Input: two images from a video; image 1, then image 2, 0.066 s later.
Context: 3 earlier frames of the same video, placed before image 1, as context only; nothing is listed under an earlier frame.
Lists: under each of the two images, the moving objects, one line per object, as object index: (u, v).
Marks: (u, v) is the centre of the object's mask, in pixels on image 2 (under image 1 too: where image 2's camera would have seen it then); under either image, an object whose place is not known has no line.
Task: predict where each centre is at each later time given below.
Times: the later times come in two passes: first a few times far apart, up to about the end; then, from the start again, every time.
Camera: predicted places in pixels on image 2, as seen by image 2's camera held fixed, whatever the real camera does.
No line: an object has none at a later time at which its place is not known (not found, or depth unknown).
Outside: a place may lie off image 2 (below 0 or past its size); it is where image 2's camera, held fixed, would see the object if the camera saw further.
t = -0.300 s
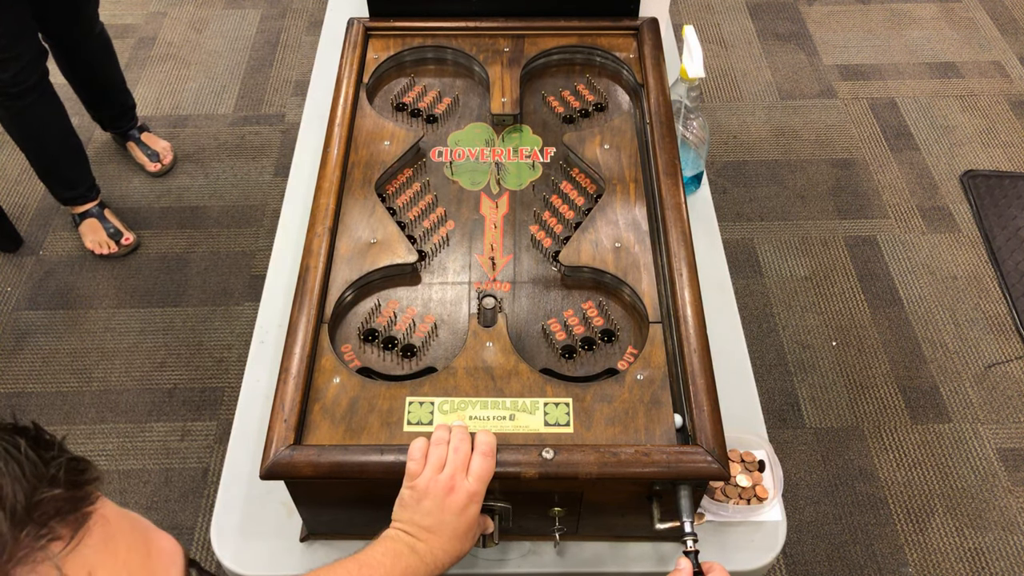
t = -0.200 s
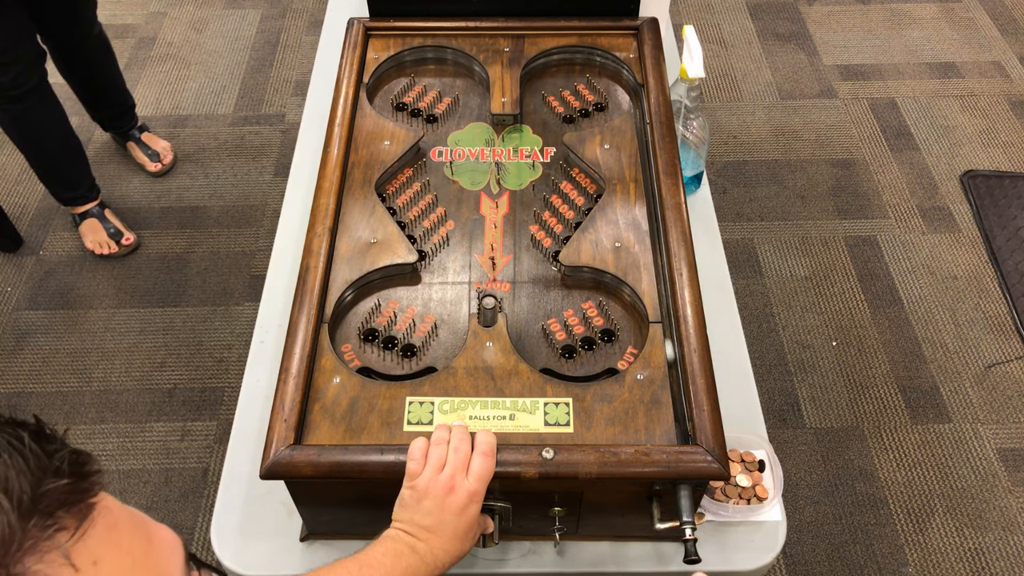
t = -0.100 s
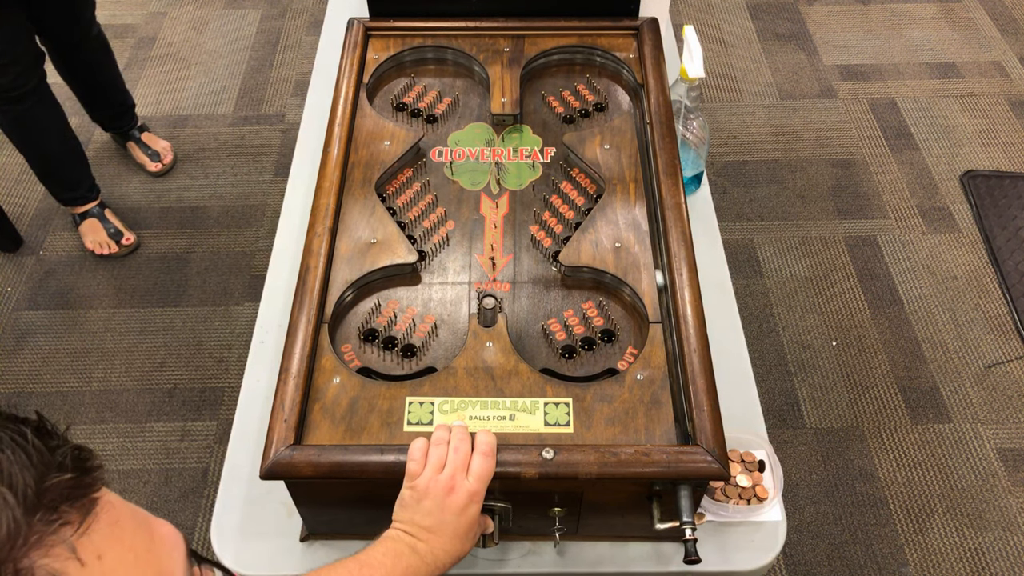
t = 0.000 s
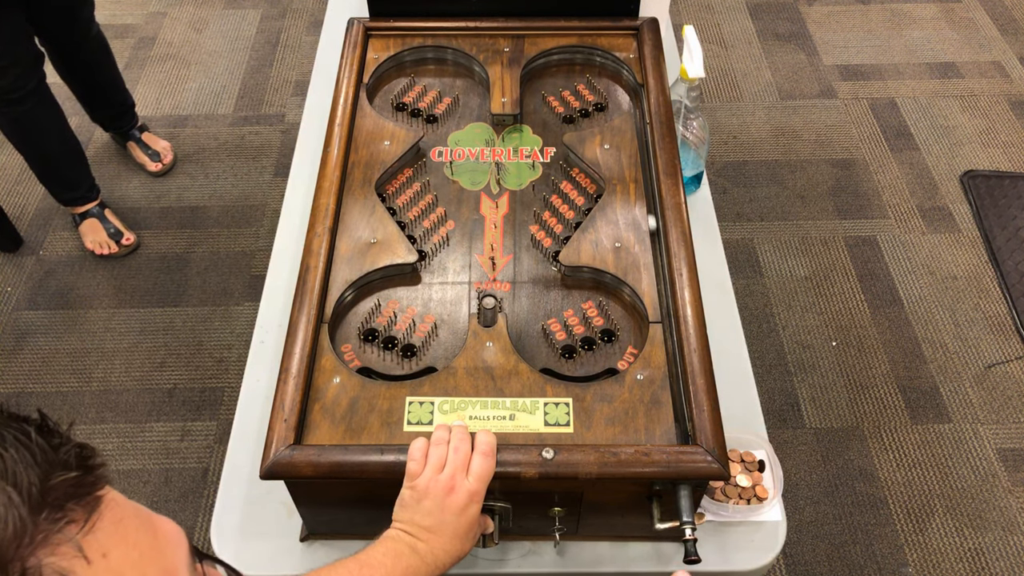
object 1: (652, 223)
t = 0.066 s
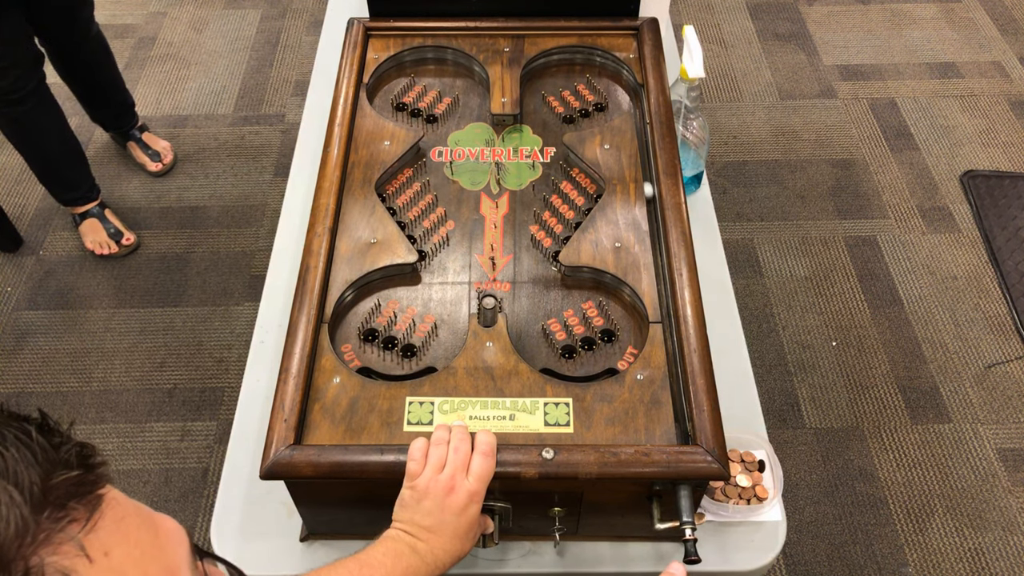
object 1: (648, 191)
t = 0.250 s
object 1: (637, 115)
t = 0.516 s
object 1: (581, 57)
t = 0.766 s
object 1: (524, 80)
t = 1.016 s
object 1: (519, 138)
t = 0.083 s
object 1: (647, 183)
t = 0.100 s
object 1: (646, 175)
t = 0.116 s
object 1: (645, 168)
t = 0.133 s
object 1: (644, 161)
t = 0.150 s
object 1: (643, 153)
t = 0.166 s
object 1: (642, 146)
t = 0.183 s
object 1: (641, 140)
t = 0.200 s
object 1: (640, 134)
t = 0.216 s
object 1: (639, 127)
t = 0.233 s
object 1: (639, 121)
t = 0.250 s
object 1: (637, 115)
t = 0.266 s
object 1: (637, 109)
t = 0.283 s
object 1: (636, 104)
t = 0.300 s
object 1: (635, 98)
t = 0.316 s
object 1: (634, 92)
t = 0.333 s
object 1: (631, 87)
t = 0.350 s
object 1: (629, 82)
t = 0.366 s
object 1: (626, 78)
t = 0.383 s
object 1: (622, 73)
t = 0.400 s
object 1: (618, 70)
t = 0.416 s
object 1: (613, 67)
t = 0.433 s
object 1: (608, 64)
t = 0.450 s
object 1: (603, 62)
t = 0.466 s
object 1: (597, 60)
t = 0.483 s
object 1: (592, 59)
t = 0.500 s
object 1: (587, 58)
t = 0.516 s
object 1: (581, 57)
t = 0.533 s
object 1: (577, 57)
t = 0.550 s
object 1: (572, 57)
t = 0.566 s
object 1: (566, 57)
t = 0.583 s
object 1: (562, 58)
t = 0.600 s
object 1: (557, 58)
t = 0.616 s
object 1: (552, 59)
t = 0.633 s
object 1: (548, 61)
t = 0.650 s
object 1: (543, 62)
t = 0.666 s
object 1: (539, 64)
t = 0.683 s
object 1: (536, 66)
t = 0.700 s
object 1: (532, 69)
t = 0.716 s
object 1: (529, 71)
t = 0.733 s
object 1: (526, 74)
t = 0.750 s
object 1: (525, 77)
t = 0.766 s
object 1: (524, 80)
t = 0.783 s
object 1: (523, 84)
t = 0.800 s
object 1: (523, 87)
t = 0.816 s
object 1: (523, 91)
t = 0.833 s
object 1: (523, 94)
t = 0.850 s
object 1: (523, 98)
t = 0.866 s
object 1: (523, 101)
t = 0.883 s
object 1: (523, 105)
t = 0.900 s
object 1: (522, 110)
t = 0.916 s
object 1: (521, 114)
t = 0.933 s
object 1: (521, 118)
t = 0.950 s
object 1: (520, 121)
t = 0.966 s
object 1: (520, 125)
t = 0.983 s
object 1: (520, 129)
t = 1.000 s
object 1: (519, 133)
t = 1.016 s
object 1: (519, 138)
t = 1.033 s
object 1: (519, 141)
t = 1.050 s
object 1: (519, 146)
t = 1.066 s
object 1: (518, 150)
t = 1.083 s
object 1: (518, 155)
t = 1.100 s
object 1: (518, 160)
